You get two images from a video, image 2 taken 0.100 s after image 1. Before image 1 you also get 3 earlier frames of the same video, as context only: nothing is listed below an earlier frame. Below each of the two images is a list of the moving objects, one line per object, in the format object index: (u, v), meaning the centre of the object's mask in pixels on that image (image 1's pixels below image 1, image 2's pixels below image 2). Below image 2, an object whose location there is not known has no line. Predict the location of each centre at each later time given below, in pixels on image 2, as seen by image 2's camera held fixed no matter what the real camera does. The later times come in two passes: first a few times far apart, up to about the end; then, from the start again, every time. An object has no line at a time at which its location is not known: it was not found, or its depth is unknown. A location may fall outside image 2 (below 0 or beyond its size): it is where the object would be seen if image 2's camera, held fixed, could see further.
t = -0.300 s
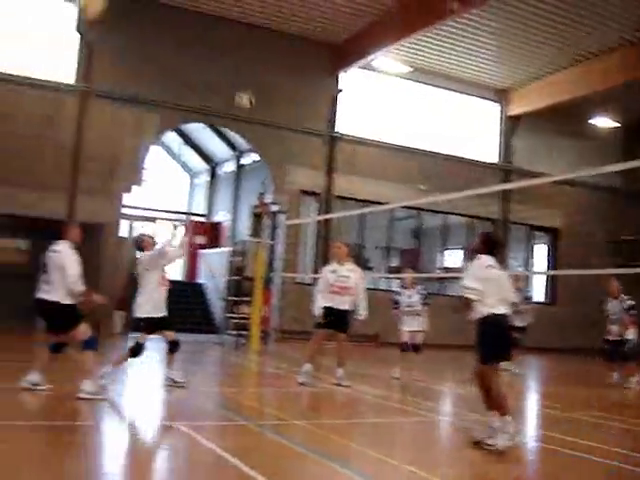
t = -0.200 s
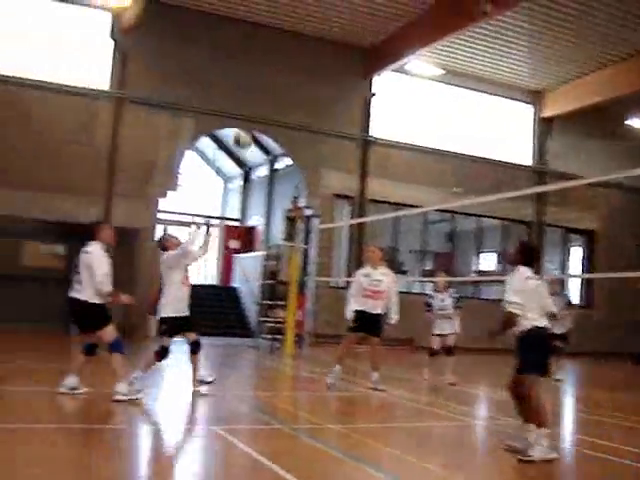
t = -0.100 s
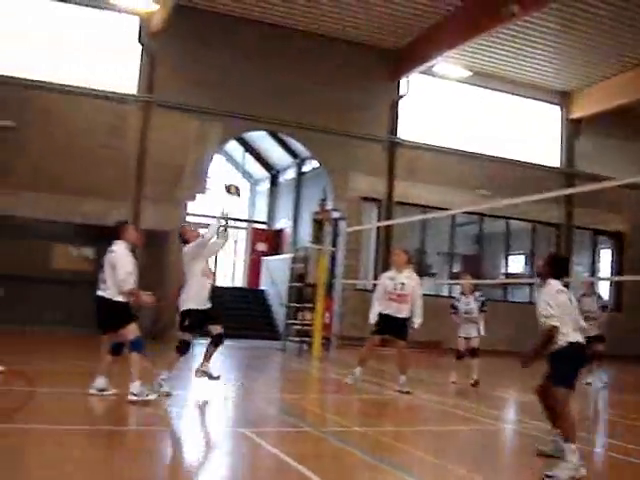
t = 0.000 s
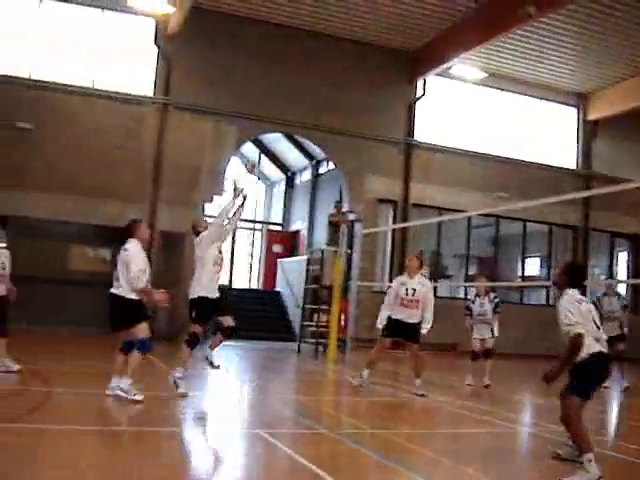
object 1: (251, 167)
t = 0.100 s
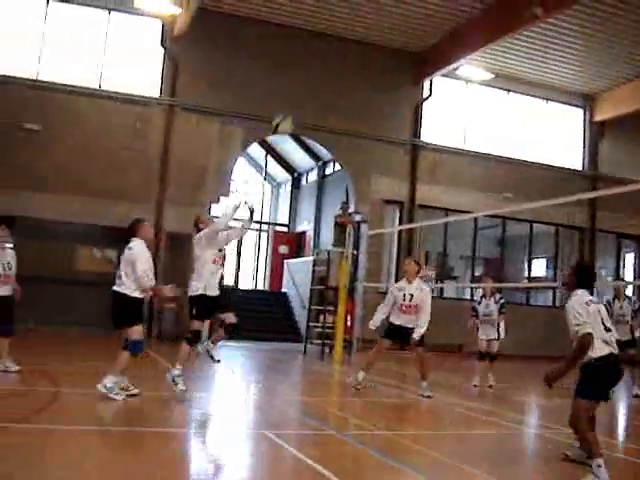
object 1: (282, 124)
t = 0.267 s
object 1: (321, 68)
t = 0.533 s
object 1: (383, 30)
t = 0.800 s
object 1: (455, 68)
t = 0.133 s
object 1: (290, 111)
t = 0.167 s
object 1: (298, 99)
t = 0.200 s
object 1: (305, 87)
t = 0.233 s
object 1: (313, 77)
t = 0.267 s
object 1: (321, 68)
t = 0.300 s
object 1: (328, 59)
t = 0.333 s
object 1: (335, 53)
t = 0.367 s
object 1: (344, 47)
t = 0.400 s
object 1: (351, 42)
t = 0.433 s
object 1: (359, 37)
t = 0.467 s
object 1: (366, 34)
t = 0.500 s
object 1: (374, 32)
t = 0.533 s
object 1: (383, 30)
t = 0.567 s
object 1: (392, 30)
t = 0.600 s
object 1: (400, 31)
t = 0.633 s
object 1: (408, 33)
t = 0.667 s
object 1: (418, 36)
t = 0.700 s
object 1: (427, 43)
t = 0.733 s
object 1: (436, 48)
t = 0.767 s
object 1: (444, 59)
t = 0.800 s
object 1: (455, 68)
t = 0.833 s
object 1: (464, 82)
